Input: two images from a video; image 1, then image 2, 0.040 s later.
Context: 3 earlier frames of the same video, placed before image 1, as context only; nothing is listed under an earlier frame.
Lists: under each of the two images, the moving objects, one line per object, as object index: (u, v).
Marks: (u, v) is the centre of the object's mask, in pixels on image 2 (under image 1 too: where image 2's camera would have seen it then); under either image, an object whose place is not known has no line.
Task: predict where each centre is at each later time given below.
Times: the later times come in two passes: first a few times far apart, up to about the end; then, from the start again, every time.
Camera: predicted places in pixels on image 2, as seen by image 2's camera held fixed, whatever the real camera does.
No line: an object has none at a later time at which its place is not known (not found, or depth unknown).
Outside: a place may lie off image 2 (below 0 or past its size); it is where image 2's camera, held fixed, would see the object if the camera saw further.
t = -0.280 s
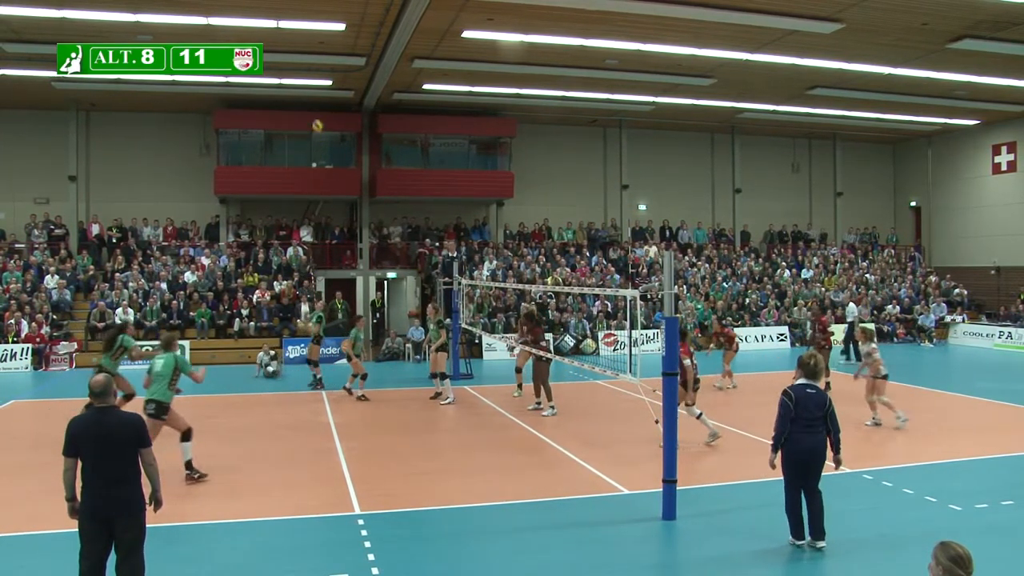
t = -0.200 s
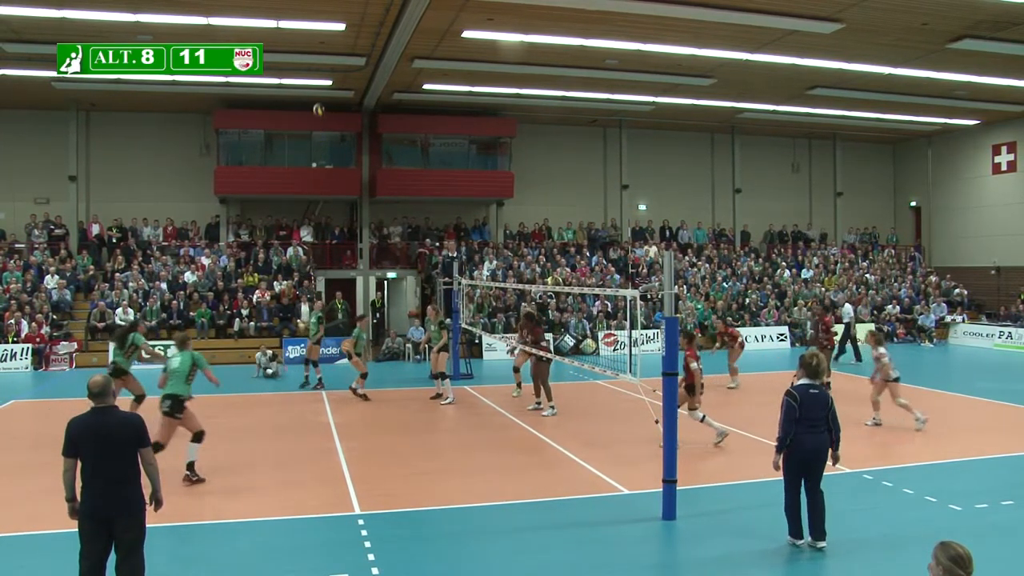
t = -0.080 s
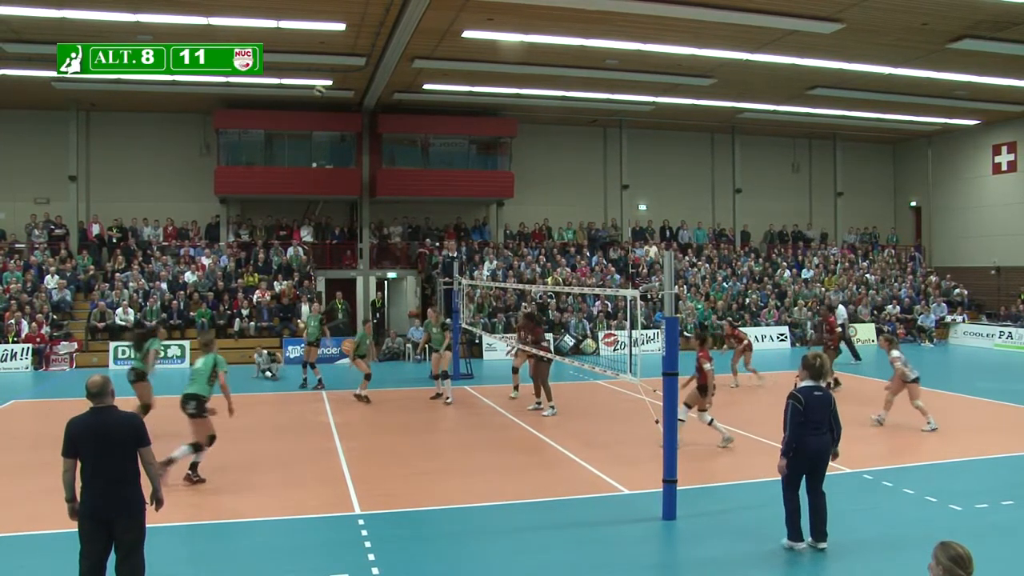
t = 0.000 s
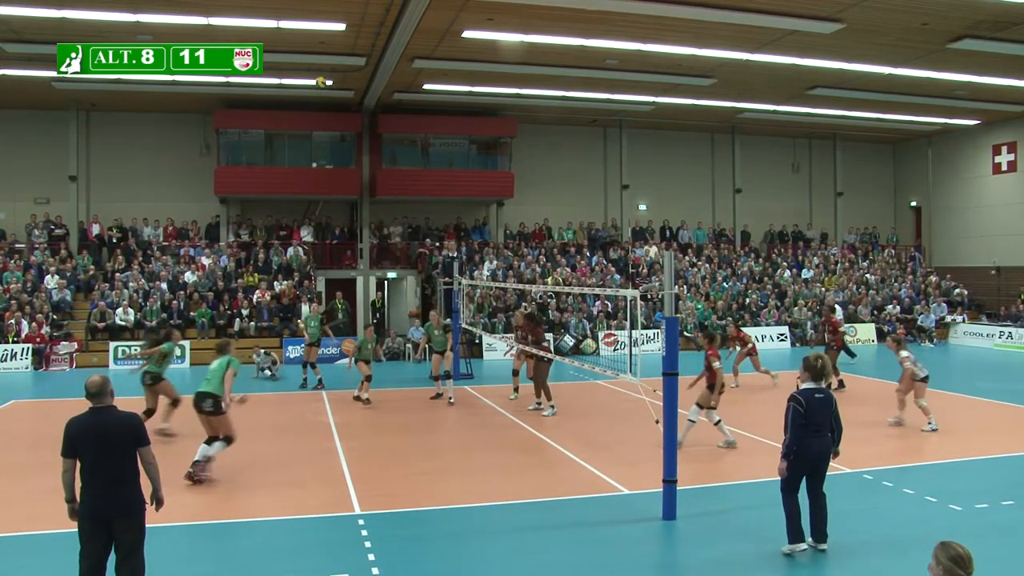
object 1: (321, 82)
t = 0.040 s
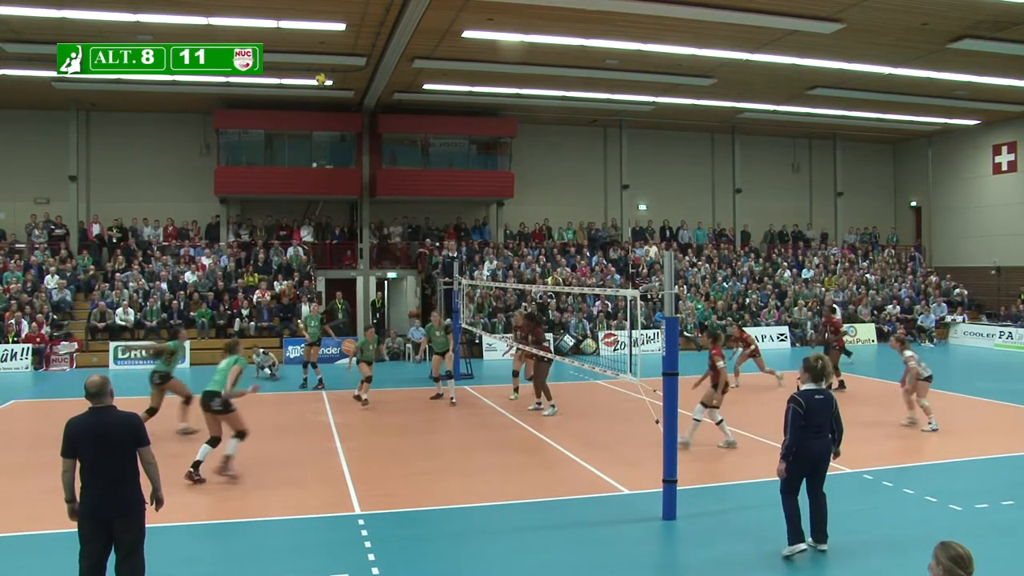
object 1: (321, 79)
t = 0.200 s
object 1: (322, 74)
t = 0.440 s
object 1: (325, 94)
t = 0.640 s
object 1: (327, 135)
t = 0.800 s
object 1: (329, 187)
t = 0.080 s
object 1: (321, 76)
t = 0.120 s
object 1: (321, 75)
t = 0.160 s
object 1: (322, 74)
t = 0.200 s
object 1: (322, 74)
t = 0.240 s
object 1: (323, 75)
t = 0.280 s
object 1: (323, 77)
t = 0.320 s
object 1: (324, 79)
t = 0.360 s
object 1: (325, 83)
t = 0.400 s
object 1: (325, 88)
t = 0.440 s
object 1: (325, 94)
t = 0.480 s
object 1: (326, 100)
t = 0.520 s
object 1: (326, 107)
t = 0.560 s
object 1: (326, 116)
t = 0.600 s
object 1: (327, 125)
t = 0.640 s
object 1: (327, 135)
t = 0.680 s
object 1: (328, 146)
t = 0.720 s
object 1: (328, 159)
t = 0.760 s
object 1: (328, 172)
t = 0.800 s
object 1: (329, 187)
